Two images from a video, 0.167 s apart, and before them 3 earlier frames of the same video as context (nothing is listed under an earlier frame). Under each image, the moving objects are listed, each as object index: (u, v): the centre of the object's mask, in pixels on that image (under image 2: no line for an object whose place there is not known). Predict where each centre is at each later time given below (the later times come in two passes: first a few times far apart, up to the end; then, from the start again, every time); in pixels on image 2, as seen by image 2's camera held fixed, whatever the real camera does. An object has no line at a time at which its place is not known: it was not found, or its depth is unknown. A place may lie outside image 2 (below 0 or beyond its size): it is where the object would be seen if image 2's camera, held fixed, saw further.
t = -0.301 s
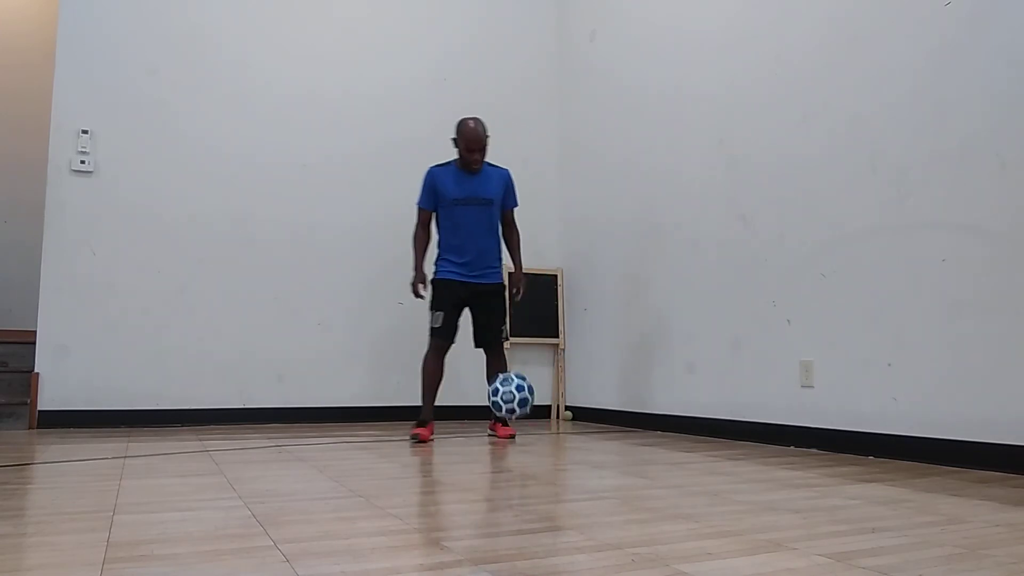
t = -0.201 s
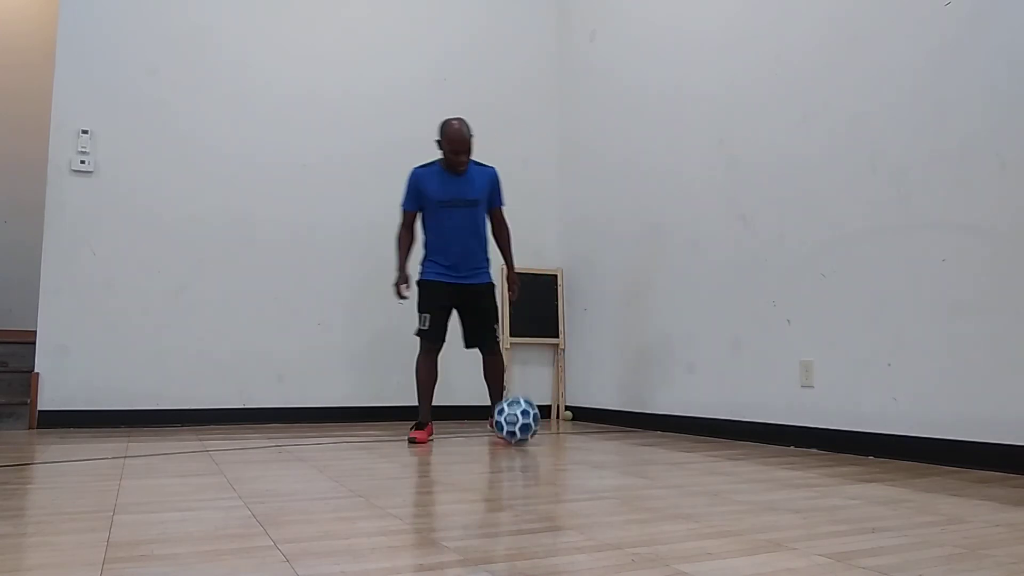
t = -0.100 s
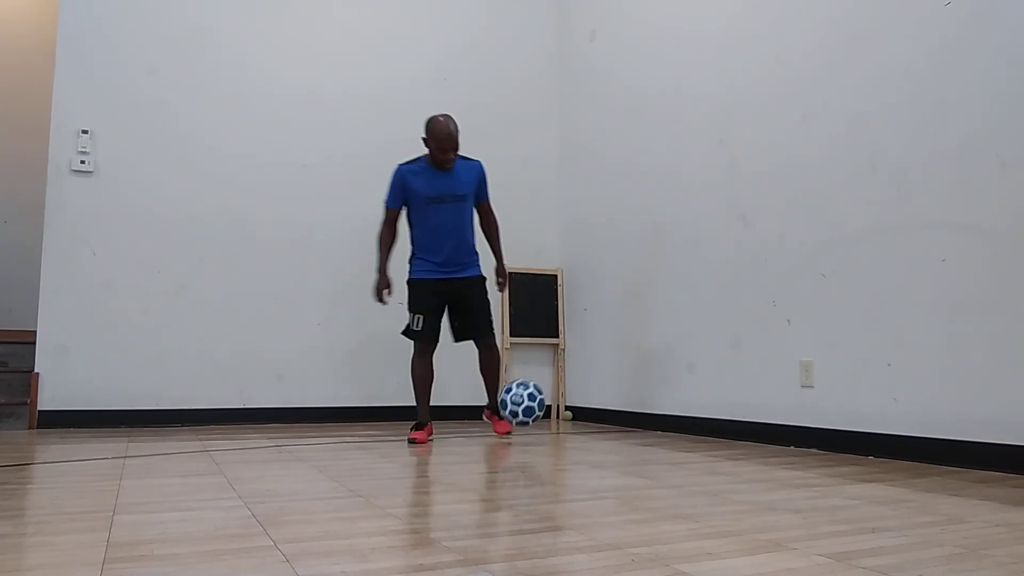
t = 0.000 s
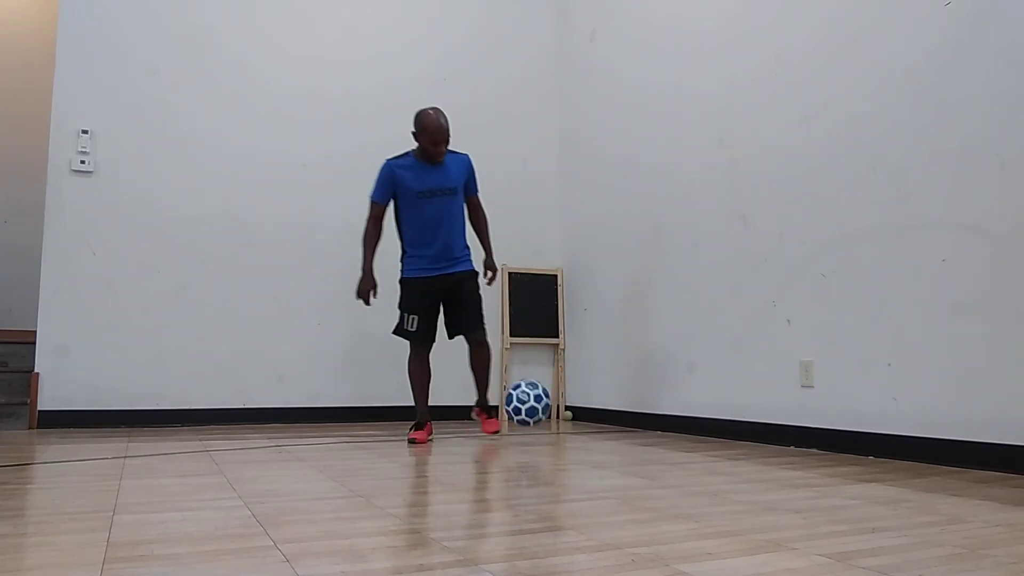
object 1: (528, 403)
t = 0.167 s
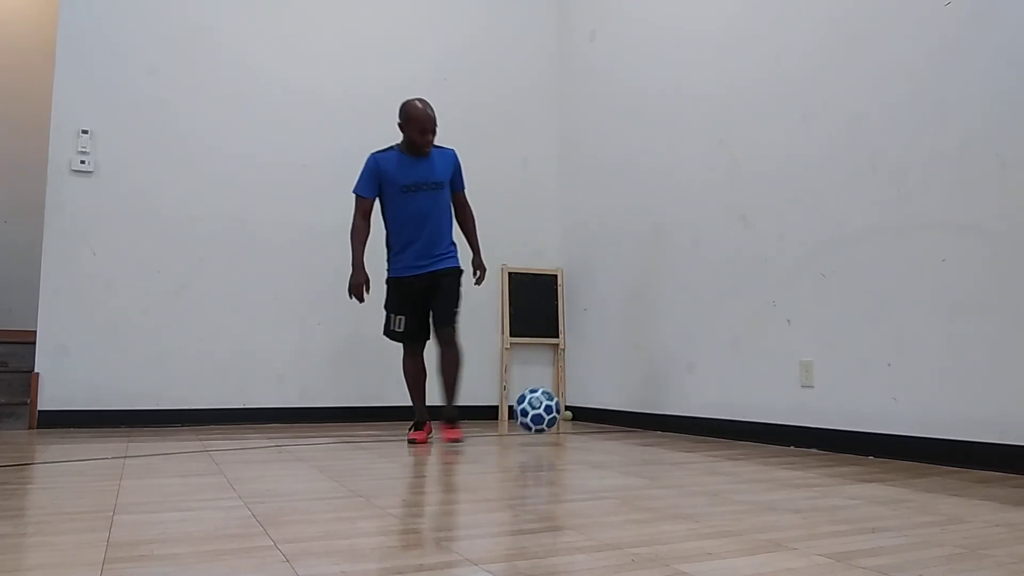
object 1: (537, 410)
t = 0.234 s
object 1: (541, 408)
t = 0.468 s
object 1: (555, 415)
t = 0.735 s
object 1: (570, 420)
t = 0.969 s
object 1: (584, 423)
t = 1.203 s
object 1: (596, 424)
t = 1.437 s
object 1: (608, 424)
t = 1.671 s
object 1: (618, 425)
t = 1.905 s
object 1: (628, 426)
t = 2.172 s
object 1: (638, 426)
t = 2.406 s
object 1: (644, 427)
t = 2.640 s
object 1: (649, 428)
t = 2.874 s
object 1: (652, 429)
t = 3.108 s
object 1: (655, 430)
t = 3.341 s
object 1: (654, 431)
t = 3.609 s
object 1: (650, 431)
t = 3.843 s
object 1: (645, 432)
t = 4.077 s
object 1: (638, 433)
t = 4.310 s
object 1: (630, 433)
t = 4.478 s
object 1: (624, 433)
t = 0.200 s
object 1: (539, 408)
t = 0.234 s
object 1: (541, 408)
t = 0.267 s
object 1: (542, 411)
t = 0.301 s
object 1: (545, 415)
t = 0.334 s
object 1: (547, 421)
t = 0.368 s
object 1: (549, 417)
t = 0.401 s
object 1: (551, 414)
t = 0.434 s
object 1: (553, 413)
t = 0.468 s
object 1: (555, 415)
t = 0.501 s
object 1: (556, 419)
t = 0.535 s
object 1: (559, 421)
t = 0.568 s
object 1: (561, 418)
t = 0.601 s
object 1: (562, 417)
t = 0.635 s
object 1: (564, 418)
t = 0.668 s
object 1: (566, 422)
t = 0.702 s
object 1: (568, 420)
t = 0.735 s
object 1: (570, 420)
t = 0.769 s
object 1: (572, 422)
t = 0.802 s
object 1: (574, 422)
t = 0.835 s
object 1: (576, 422)
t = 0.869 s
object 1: (578, 423)
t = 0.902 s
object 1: (580, 422)
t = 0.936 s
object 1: (582, 423)
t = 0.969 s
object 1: (584, 423)
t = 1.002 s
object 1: (585, 423)
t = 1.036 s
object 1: (587, 423)
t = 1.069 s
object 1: (589, 423)
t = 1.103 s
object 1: (591, 423)
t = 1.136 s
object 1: (593, 423)
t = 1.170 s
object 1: (594, 424)
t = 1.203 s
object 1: (596, 424)
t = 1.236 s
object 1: (598, 424)
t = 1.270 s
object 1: (599, 424)
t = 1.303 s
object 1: (601, 424)
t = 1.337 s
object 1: (603, 424)
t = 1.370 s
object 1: (604, 424)
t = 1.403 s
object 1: (606, 424)
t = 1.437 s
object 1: (608, 424)
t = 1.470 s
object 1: (609, 424)
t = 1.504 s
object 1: (611, 425)
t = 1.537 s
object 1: (612, 425)
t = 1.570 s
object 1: (614, 425)
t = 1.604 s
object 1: (615, 425)
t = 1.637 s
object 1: (617, 425)
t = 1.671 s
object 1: (618, 425)
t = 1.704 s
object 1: (620, 425)
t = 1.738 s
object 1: (621, 425)
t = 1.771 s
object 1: (623, 425)
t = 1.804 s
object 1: (624, 425)
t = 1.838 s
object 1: (626, 426)
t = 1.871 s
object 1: (627, 426)
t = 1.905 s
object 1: (628, 426)
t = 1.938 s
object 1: (630, 426)
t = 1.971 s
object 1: (631, 426)
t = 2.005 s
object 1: (633, 426)
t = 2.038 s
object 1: (634, 426)
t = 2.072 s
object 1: (635, 426)
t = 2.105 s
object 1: (636, 426)
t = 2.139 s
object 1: (637, 426)
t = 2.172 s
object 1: (638, 426)
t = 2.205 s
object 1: (639, 427)
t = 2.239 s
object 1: (640, 427)
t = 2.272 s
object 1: (641, 427)
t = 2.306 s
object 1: (642, 427)
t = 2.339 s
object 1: (643, 427)
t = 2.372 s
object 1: (643, 427)
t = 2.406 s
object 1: (644, 427)
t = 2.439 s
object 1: (645, 427)
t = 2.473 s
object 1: (646, 428)
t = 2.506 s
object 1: (646, 428)
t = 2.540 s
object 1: (647, 428)
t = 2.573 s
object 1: (648, 428)
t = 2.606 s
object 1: (648, 428)
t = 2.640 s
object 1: (649, 428)
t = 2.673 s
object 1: (650, 428)
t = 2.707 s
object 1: (650, 428)
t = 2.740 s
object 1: (651, 429)
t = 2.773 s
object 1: (651, 429)
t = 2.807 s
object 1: (652, 429)
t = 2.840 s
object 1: (652, 429)
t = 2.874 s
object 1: (652, 429)
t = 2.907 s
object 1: (653, 429)
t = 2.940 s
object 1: (653, 429)
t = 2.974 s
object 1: (654, 429)
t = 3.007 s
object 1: (654, 429)
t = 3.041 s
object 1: (655, 430)
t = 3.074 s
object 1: (655, 430)
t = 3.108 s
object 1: (655, 430)
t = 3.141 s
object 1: (655, 430)
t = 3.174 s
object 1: (655, 430)
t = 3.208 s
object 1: (655, 430)
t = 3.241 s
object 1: (655, 430)
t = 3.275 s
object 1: (654, 431)
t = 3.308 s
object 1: (654, 431)
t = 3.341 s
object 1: (654, 431)
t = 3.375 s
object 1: (653, 431)
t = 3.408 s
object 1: (653, 431)
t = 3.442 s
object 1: (652, 431)
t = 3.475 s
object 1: (652, 431)
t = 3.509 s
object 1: (651, 431)
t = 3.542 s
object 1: (651, 431)
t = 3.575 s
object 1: (650, 432)
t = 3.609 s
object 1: (650, 431)
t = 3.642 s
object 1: (649, 431)
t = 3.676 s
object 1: (649, 432)
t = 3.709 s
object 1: (648, 432)
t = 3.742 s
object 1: (647, 432)
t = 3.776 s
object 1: (647, 432)
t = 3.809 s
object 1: (646, 432)
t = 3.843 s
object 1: (645, 432)
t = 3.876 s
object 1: (644, 432)
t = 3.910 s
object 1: (643, 432)
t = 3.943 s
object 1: (642, 432)
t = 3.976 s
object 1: (641, 432)
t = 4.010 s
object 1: (640, 433)
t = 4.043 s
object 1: (639, 433)
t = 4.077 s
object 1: (638, 433)
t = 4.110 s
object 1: (637, 433)
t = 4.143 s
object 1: (636, 433)
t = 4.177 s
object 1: (635, 433)
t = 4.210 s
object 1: (634, 433)
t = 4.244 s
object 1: (632, 433)
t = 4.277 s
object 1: (631, 433)
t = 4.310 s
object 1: (630, 433)
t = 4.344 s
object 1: (629, 433)
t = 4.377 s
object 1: (628, 433)
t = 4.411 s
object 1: (626, 433)
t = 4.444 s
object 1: (625, 433)
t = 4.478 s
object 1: (624, 433)
